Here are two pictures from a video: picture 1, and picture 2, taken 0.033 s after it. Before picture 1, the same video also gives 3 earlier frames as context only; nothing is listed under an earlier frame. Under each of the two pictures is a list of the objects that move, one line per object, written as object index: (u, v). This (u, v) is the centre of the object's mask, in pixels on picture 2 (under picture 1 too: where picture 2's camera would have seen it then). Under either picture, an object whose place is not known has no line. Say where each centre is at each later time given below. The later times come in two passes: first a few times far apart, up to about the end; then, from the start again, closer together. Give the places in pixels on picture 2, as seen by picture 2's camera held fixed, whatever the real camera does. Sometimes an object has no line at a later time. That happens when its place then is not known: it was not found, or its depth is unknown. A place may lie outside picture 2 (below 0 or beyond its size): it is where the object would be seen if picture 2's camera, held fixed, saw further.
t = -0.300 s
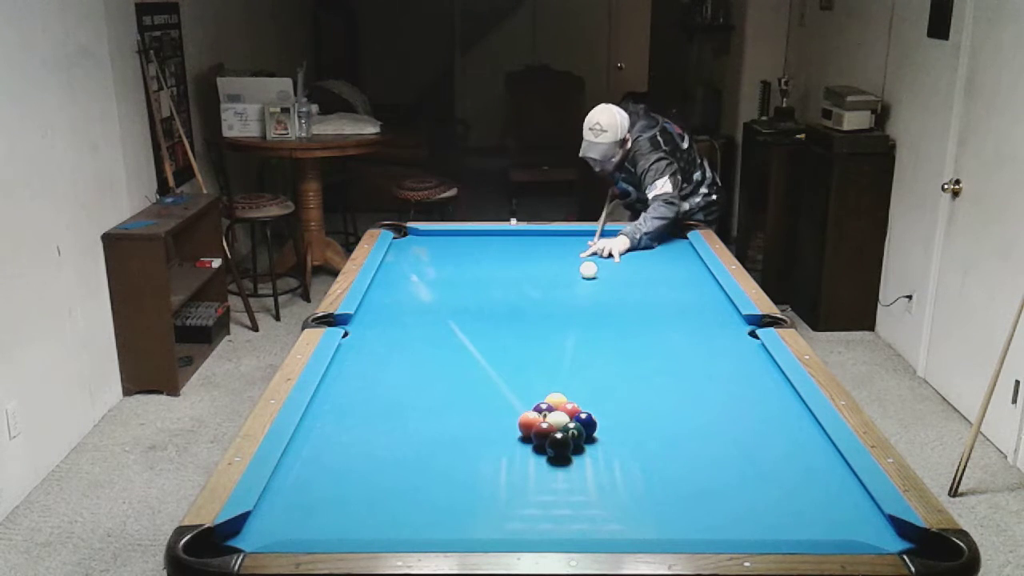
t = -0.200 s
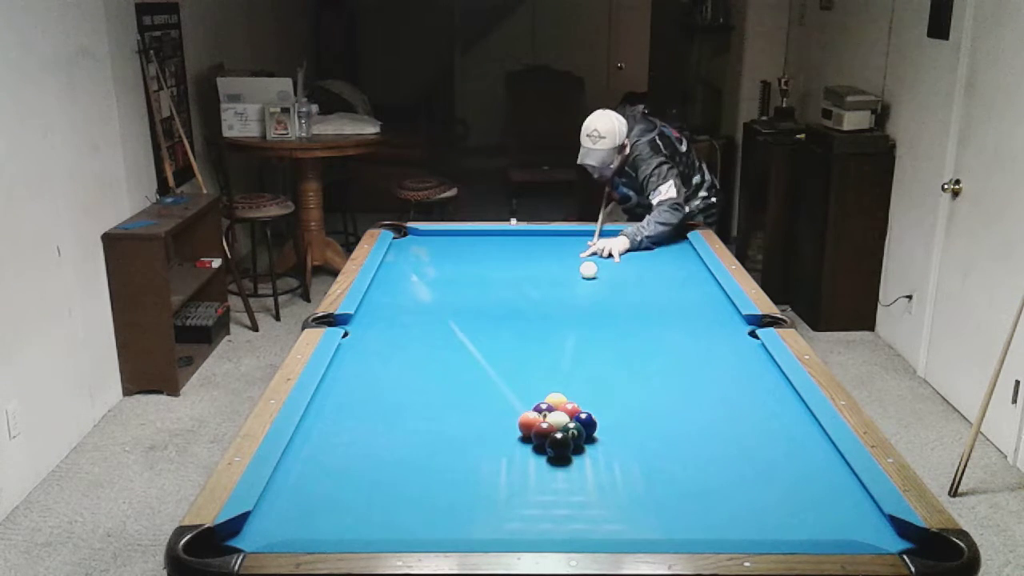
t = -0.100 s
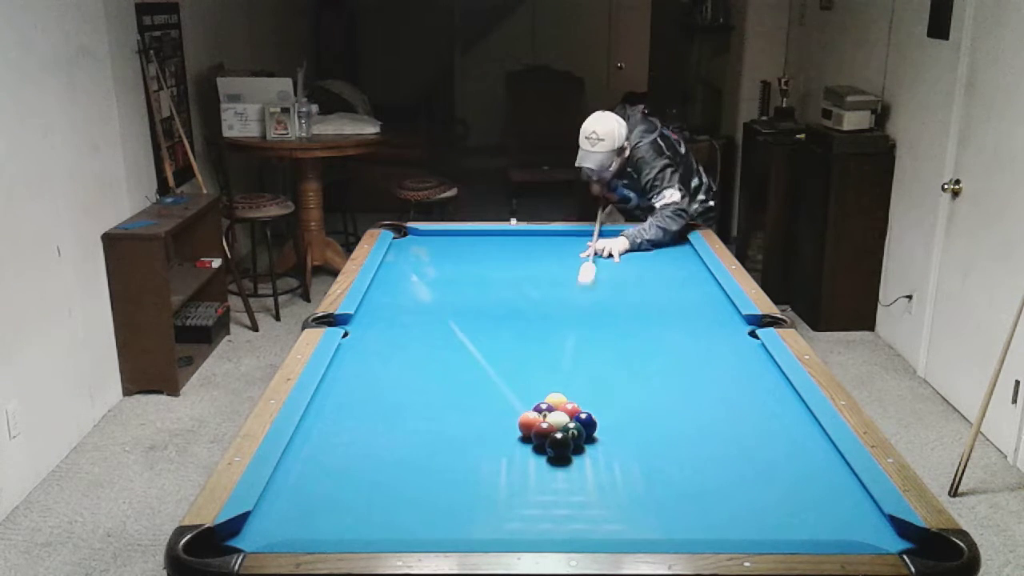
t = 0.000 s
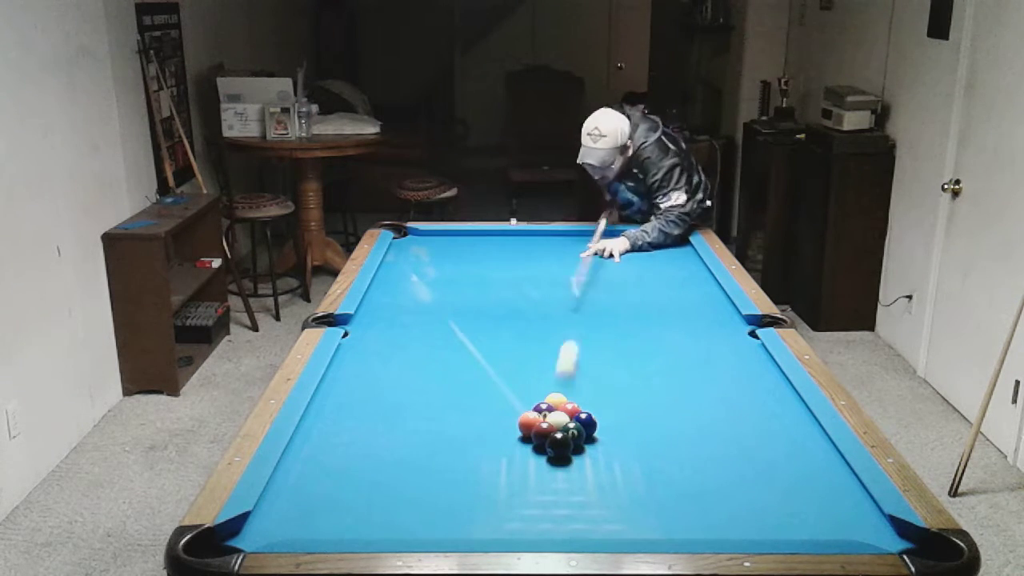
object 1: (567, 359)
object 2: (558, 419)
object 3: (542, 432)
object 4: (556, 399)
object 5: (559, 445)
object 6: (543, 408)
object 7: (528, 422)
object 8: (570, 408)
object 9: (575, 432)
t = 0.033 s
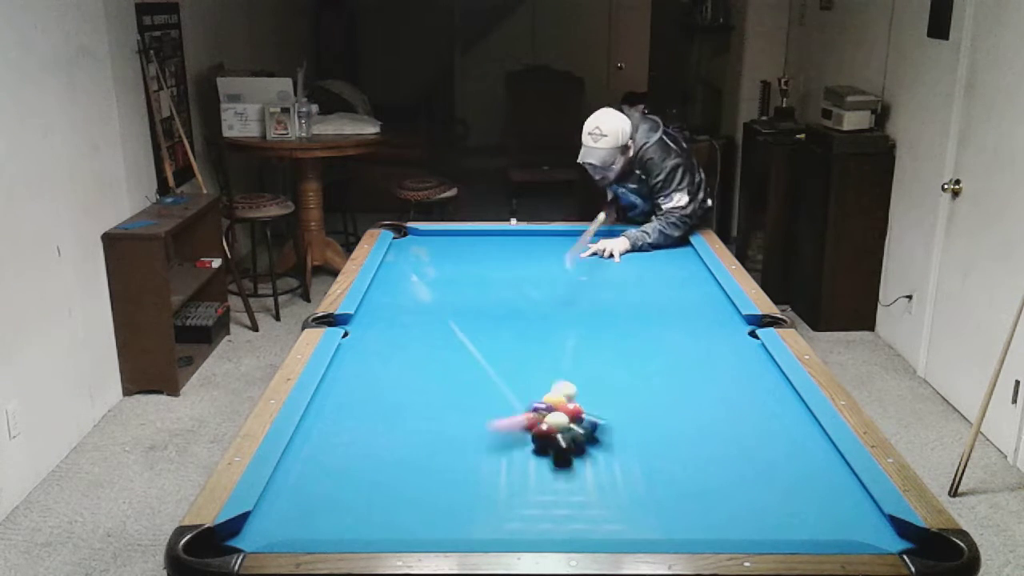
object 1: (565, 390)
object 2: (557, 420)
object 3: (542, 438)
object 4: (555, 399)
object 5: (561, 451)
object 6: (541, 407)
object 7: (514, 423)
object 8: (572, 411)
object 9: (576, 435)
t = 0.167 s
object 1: (602, 385)
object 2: (540, 431)
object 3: (541, 454)
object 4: (535, 394)
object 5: (601, 526)
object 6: (485, 405)
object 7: (287, 486)
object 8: (588, 412)
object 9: (650, 483)
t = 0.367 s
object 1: (647, 378)
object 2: (518, 445)
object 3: (536, 480)
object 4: (509, 379)
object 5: (627, 467)
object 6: (418, 393)
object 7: (496, 517)
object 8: (612, 408)
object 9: (738, 516)
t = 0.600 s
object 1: (695, 371)
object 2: (491, 458)
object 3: (531, 512)
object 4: (481, 364)
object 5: (653, 414)
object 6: (346, 380)
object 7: (720, 516)
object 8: (634, 400)
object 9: (783, 472)
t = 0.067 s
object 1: (574, 390)
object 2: (553, 424)
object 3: (543, 444)
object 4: (549, 401)
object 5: (571, 471)
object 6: (523, 411)
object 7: (456, 438)
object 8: (576, 414)
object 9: (595, 446)
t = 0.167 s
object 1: (602, 385)
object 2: (540, 431)
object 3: (541, 454)
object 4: (535, 394)
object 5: (601, 526)
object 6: (485, 405)
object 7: (287, 486)
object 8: (588, 412)
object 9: (650, 483)
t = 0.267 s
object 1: (625, 381)
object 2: (529, 439)
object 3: (539, 466)
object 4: (522, 386)
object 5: (616, 498)
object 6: (451, 398)
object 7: (395, 501)
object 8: (600, 410)
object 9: (703, 517)
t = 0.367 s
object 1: (647, 378)
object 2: (518, 445)
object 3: (536, 480)
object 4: (509, 379)
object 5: (627, 467)
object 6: (418, 393)
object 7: (496, 517)
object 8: (612, 408)
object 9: (738, 516)
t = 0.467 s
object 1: (668, 375)
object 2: (506, 451)
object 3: (534, 494)
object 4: (497, 373)
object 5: (637, 441)
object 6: (386, 388)
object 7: (598, 525)
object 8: (623, 406)
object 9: (758, 496)
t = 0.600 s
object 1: (695, 371)
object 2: (491, 458)
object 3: (531, 512)
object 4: (481, 364)
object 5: (653, 414)
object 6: (346, 380)
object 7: (720, 516)
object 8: (634, 400)
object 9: (783, 472)
